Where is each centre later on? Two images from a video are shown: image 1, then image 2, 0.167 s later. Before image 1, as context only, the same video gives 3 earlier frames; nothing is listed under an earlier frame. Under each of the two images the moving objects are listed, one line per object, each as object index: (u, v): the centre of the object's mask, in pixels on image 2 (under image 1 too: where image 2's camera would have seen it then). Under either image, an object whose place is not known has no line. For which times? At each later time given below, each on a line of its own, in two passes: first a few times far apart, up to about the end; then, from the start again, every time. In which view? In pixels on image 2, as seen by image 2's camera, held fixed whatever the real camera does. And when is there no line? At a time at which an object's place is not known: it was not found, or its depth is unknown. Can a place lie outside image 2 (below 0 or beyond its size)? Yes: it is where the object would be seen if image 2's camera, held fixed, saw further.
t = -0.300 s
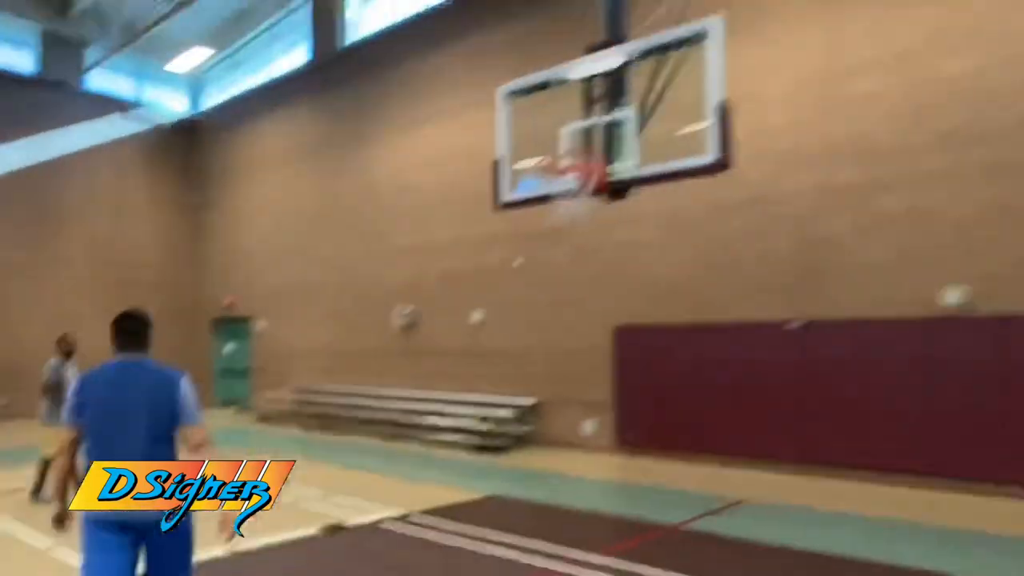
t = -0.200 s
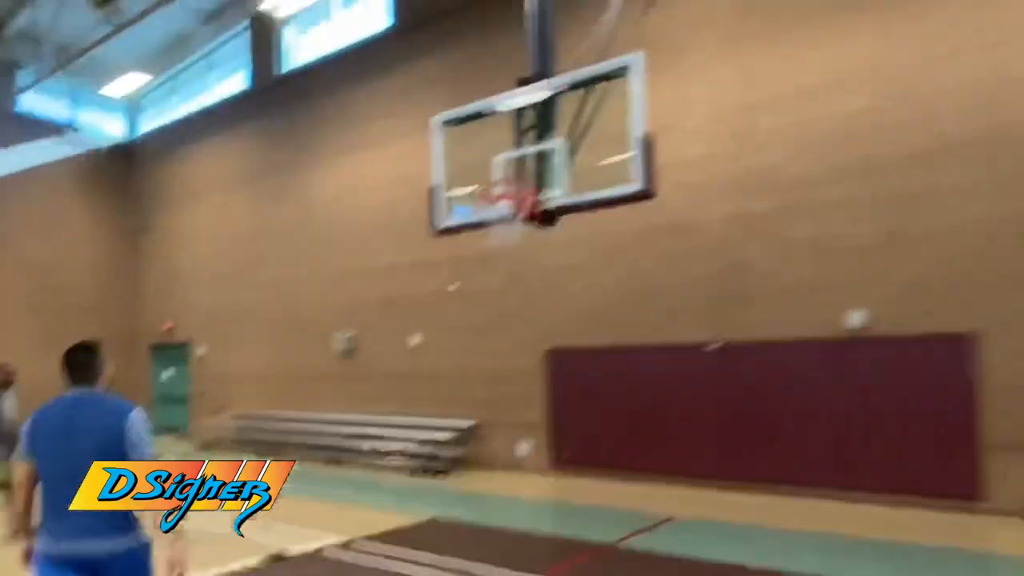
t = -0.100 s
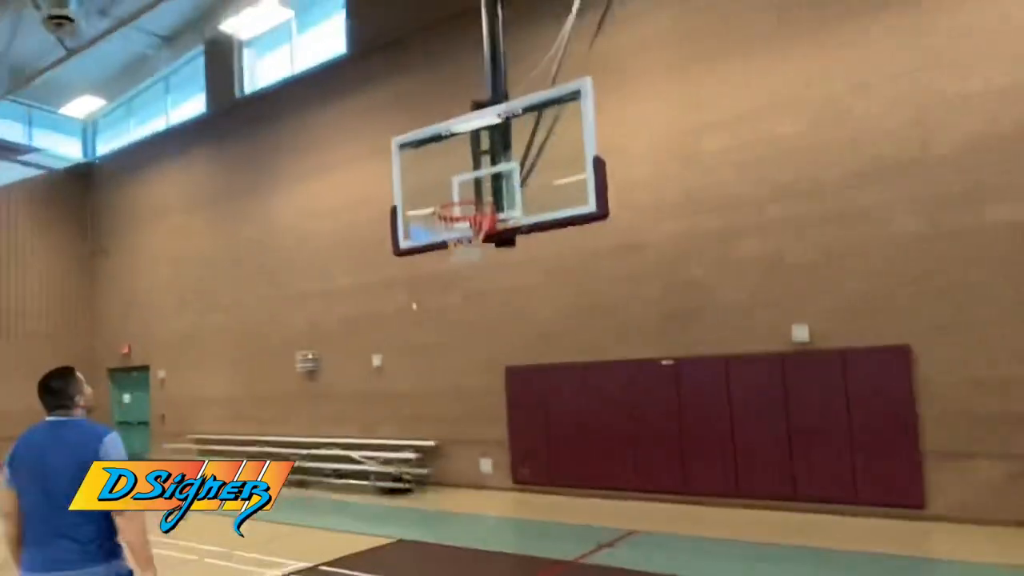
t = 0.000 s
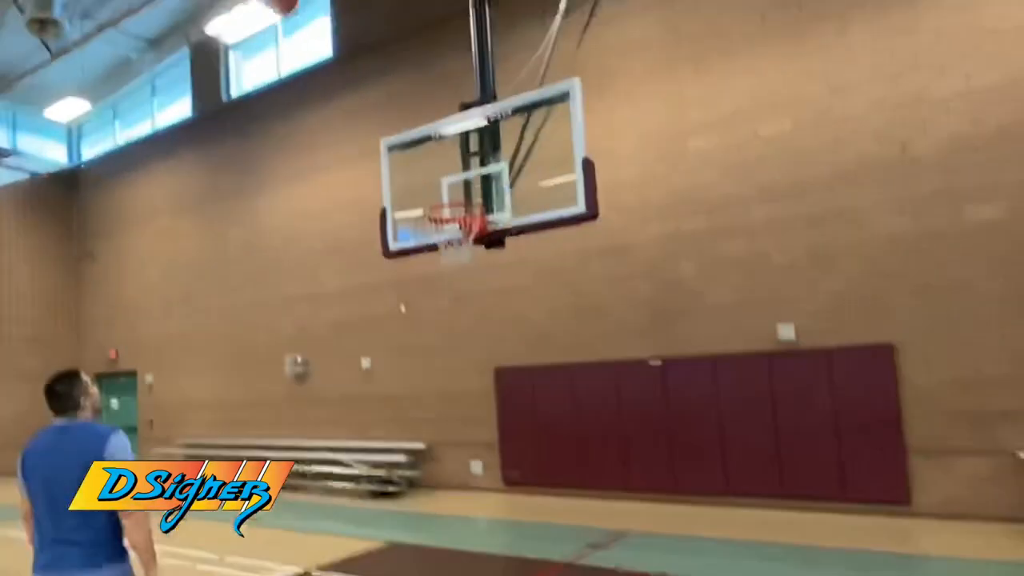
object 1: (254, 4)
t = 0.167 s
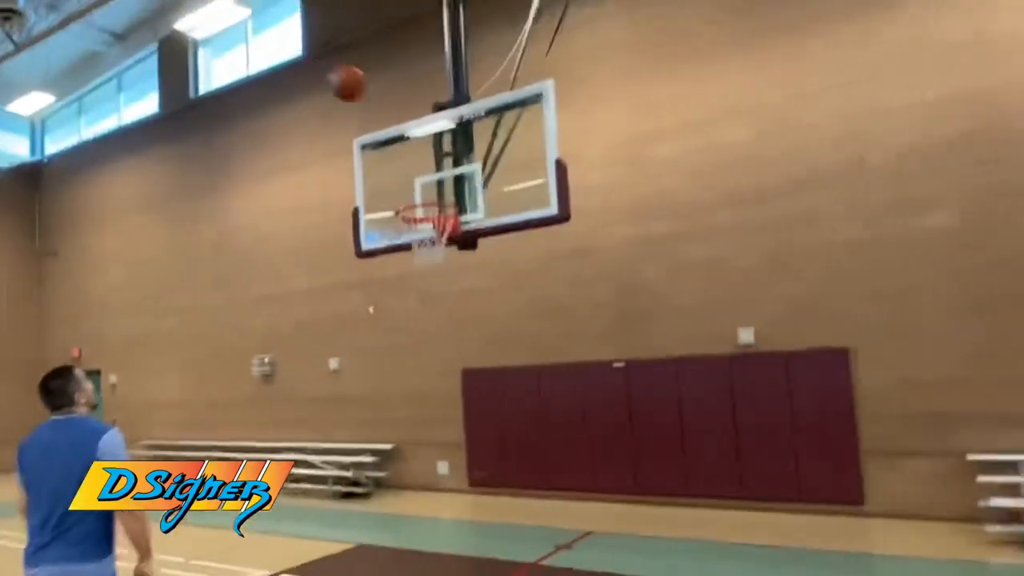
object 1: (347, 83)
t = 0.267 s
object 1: (397, 145)
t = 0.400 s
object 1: (439, 196)
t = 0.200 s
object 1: (364, 102)
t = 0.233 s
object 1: (381, 122)
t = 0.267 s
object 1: (397, 145)
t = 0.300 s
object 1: (412, 167)
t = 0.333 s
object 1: (428, 191)
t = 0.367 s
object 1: (439, 206)
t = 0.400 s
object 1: (439, 196)
